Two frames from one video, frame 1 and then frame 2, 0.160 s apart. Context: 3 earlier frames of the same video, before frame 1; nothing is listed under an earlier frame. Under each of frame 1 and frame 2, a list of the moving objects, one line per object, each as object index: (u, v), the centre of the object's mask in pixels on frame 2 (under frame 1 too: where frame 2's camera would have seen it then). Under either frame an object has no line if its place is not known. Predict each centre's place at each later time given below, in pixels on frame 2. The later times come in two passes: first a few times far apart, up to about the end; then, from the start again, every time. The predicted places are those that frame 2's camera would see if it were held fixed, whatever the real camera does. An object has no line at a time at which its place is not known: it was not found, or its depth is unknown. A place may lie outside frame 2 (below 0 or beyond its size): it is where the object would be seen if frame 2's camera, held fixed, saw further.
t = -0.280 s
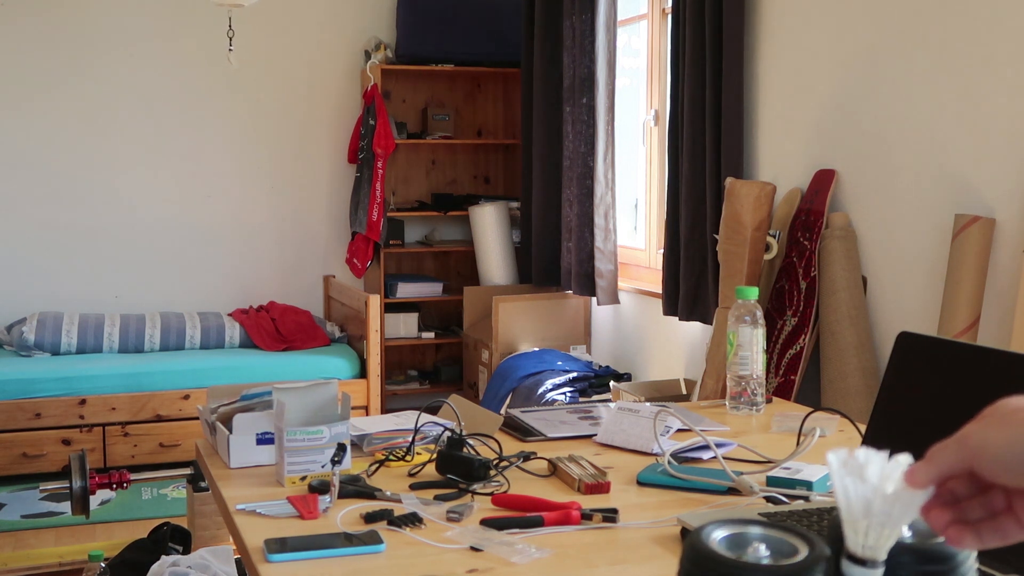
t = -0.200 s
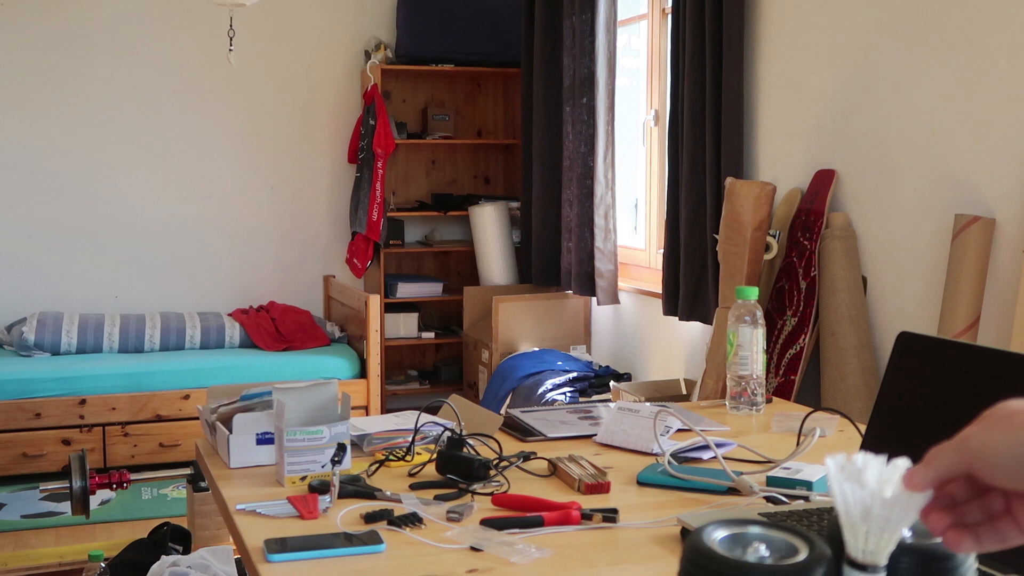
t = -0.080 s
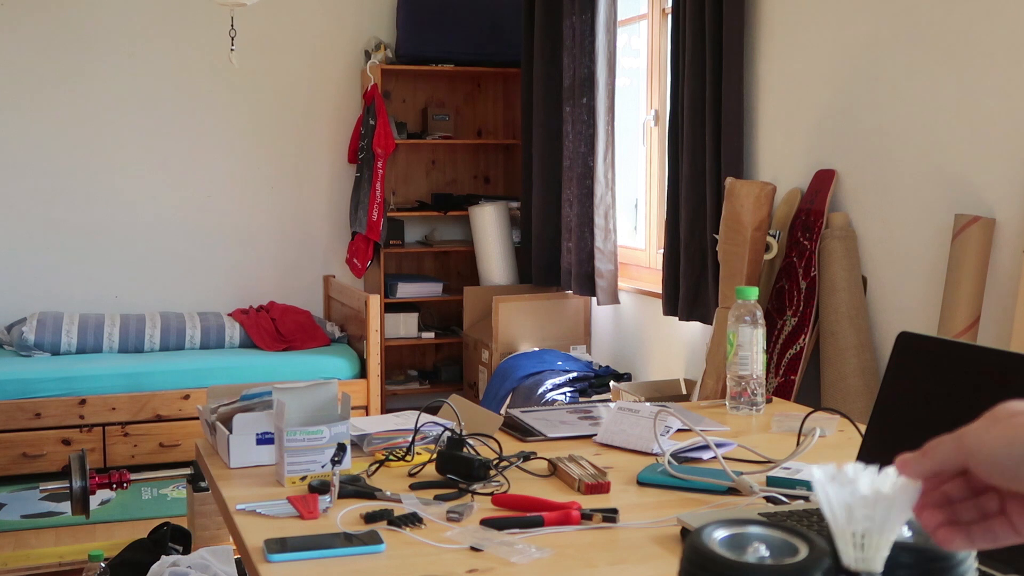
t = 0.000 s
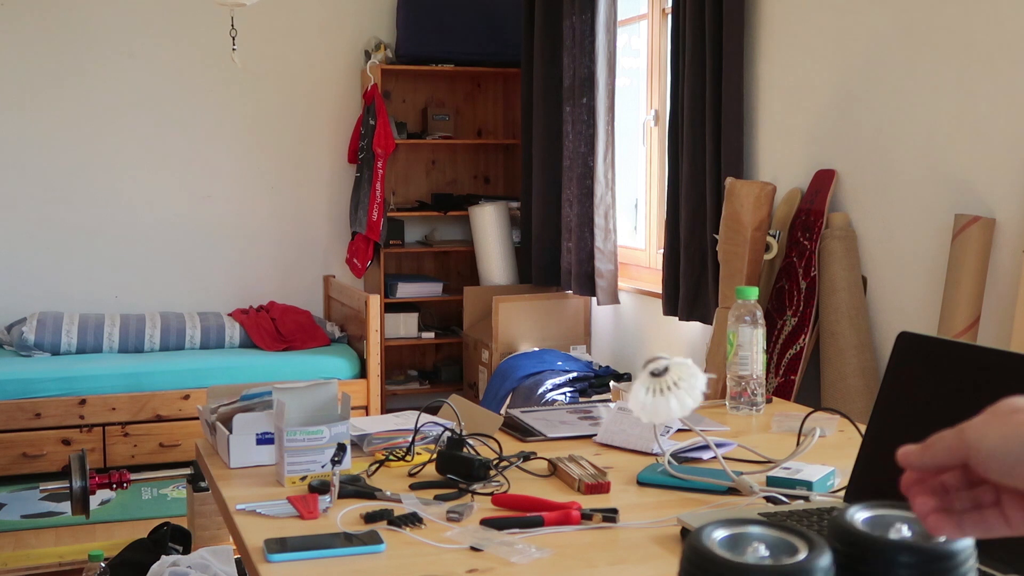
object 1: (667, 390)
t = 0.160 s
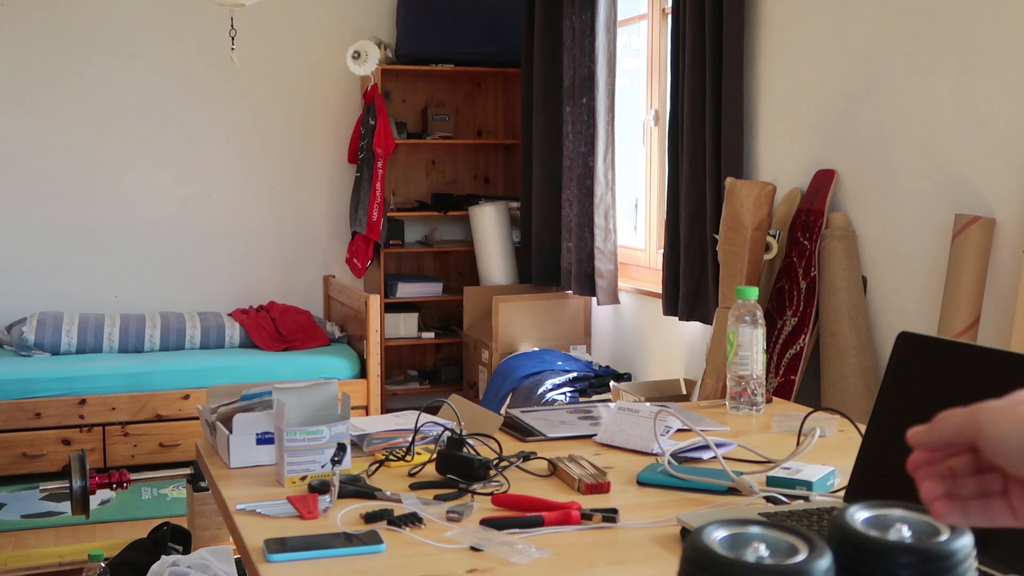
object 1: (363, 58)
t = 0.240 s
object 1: (313, 43)
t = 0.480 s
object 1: (250, 116)
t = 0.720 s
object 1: (232, 267)
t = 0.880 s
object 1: (247, 303)
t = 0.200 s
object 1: (334, 47)
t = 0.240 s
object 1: (313, 43)
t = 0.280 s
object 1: (297, 46)
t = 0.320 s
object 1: (284, 54)
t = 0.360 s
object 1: (273, 65)
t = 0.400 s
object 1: (264, 79)
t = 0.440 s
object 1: (256, 96)
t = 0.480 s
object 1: (250, 116)
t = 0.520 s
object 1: (244, 138)
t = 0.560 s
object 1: (238, 162)
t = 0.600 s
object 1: (235, 187)
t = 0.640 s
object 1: (234, 213)
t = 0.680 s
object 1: (232, 238)
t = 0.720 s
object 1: (232, 267)
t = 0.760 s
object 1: (232, 283)
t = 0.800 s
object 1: (235, 287)
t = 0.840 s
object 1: (240, 299)
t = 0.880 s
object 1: (247, 303)
